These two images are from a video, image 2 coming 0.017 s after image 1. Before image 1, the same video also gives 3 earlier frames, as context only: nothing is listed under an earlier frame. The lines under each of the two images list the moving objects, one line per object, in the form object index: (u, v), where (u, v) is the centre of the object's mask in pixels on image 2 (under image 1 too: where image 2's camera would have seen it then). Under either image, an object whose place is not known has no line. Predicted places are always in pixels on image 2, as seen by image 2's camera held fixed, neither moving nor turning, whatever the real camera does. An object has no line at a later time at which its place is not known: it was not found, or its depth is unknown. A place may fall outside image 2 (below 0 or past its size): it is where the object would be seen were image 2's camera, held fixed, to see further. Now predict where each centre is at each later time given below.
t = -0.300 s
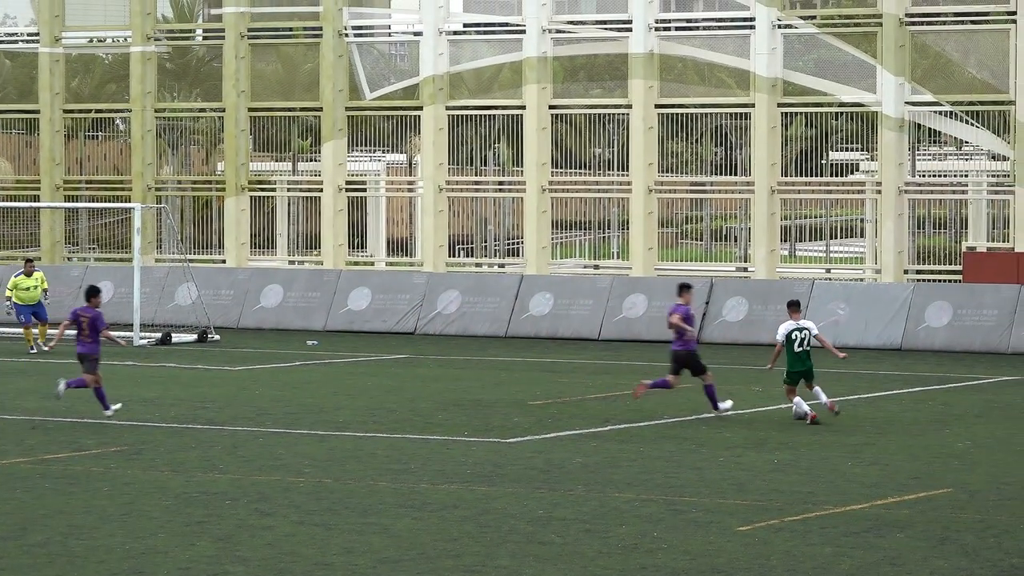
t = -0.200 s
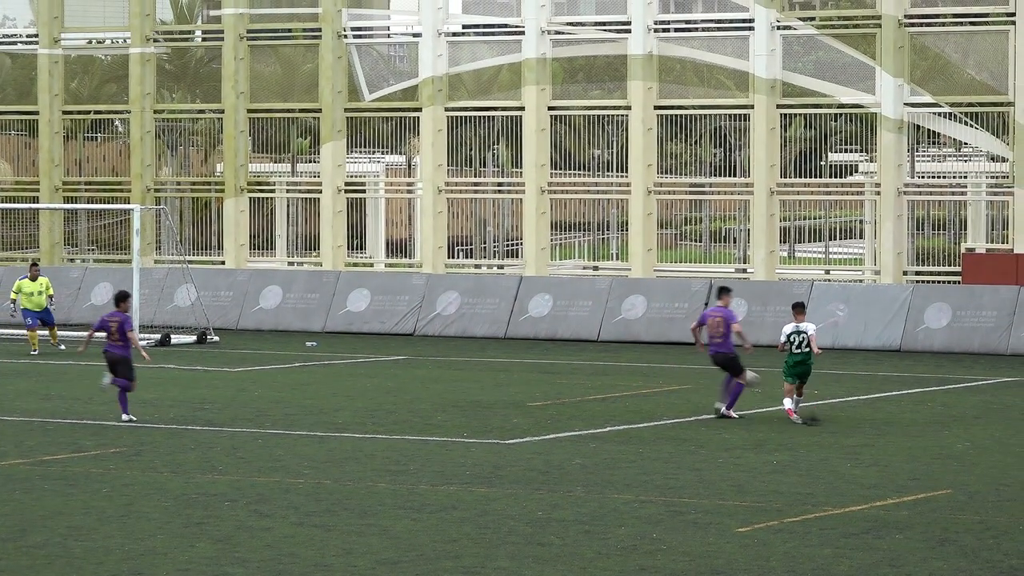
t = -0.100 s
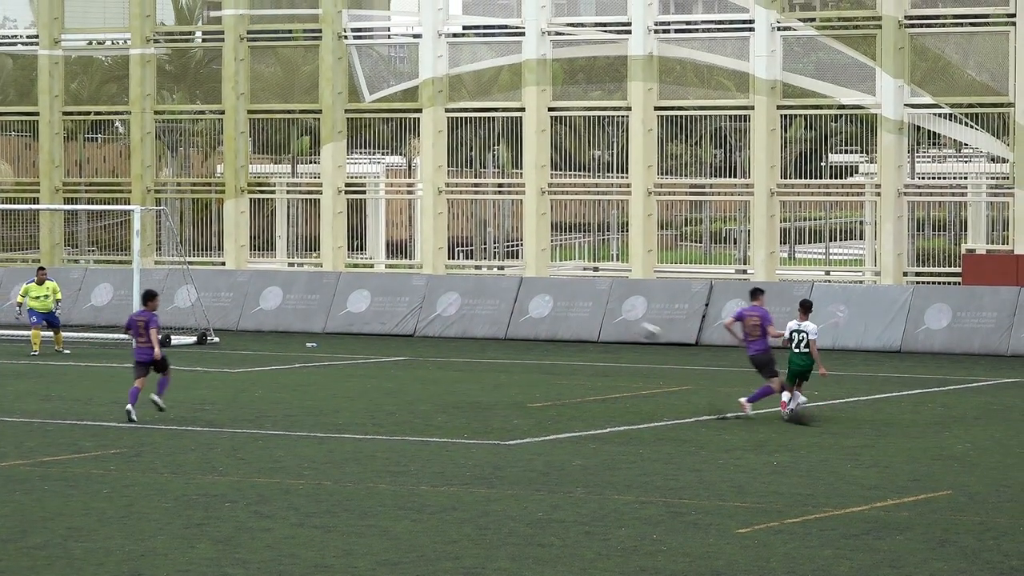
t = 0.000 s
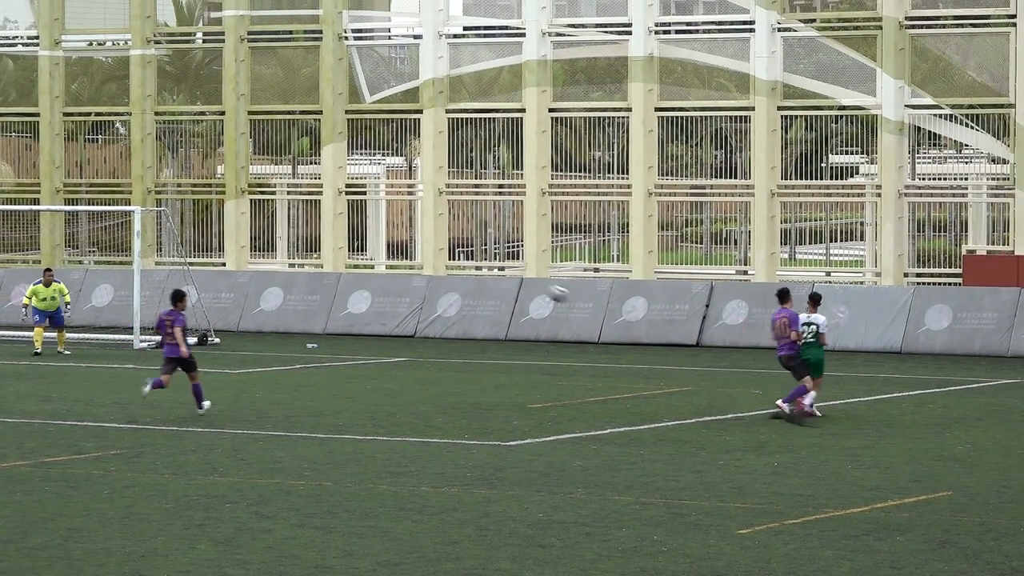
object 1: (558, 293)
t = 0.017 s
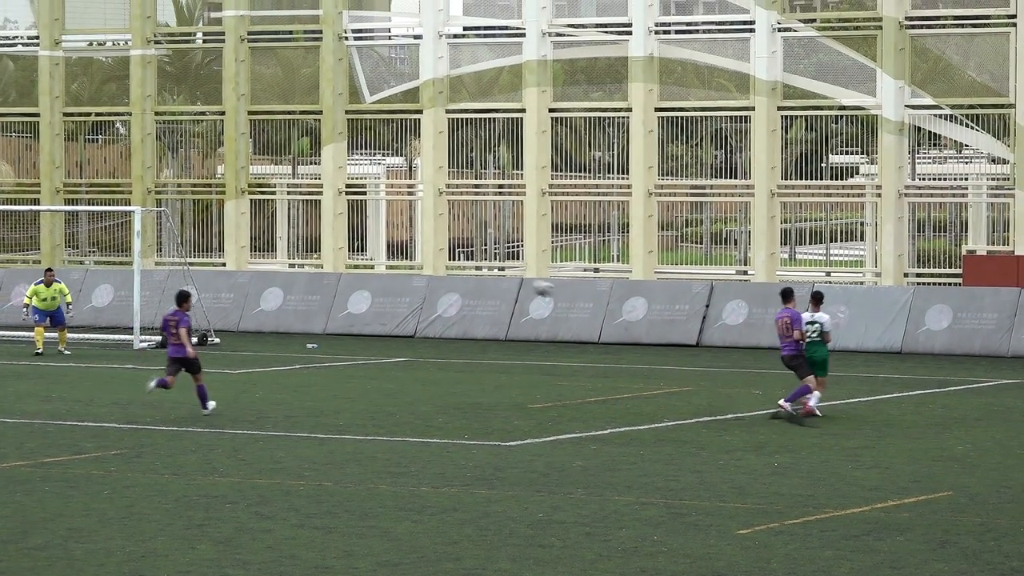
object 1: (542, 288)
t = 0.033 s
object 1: (529, 283)
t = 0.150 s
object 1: (427, 251)
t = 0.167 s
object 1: (415, 248)
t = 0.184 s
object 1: (400, 244)
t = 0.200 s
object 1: (386, 241)
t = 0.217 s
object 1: (373, 238)
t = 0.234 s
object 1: (359, 234)
